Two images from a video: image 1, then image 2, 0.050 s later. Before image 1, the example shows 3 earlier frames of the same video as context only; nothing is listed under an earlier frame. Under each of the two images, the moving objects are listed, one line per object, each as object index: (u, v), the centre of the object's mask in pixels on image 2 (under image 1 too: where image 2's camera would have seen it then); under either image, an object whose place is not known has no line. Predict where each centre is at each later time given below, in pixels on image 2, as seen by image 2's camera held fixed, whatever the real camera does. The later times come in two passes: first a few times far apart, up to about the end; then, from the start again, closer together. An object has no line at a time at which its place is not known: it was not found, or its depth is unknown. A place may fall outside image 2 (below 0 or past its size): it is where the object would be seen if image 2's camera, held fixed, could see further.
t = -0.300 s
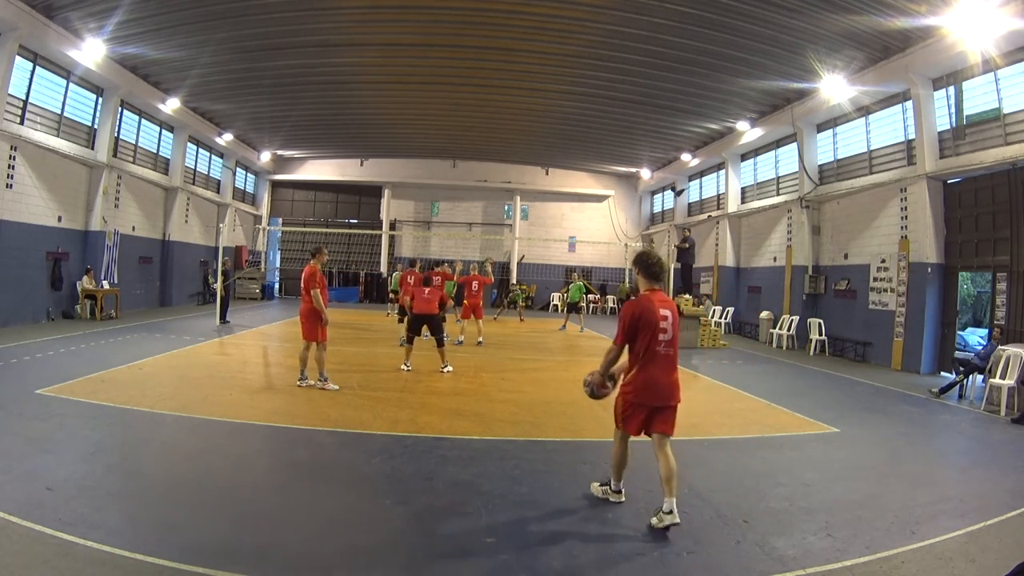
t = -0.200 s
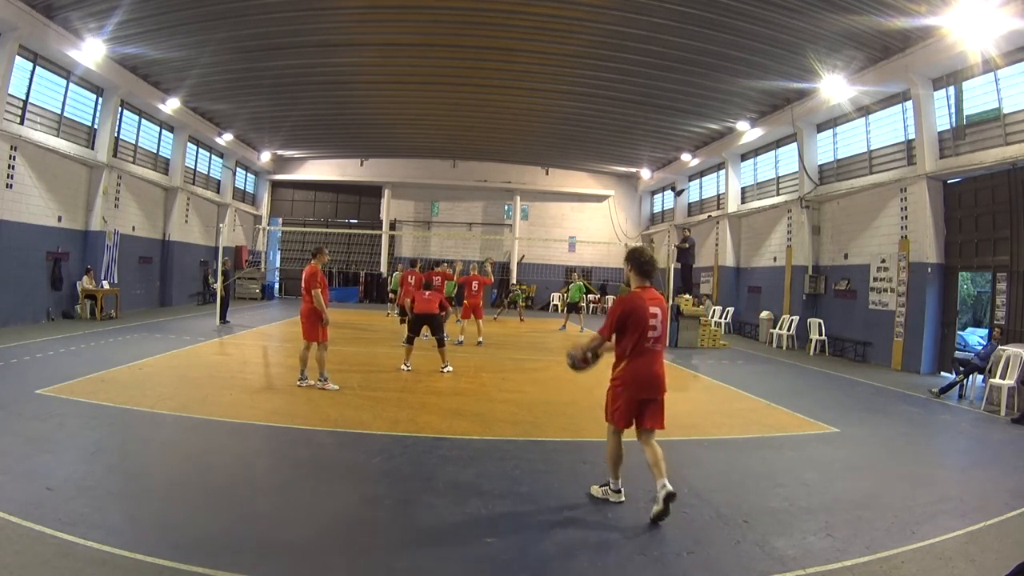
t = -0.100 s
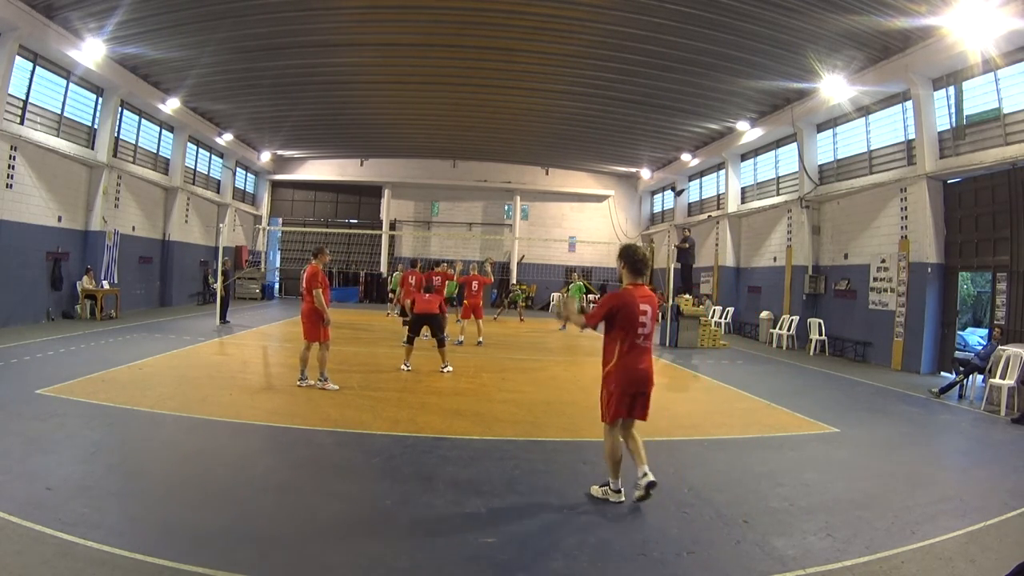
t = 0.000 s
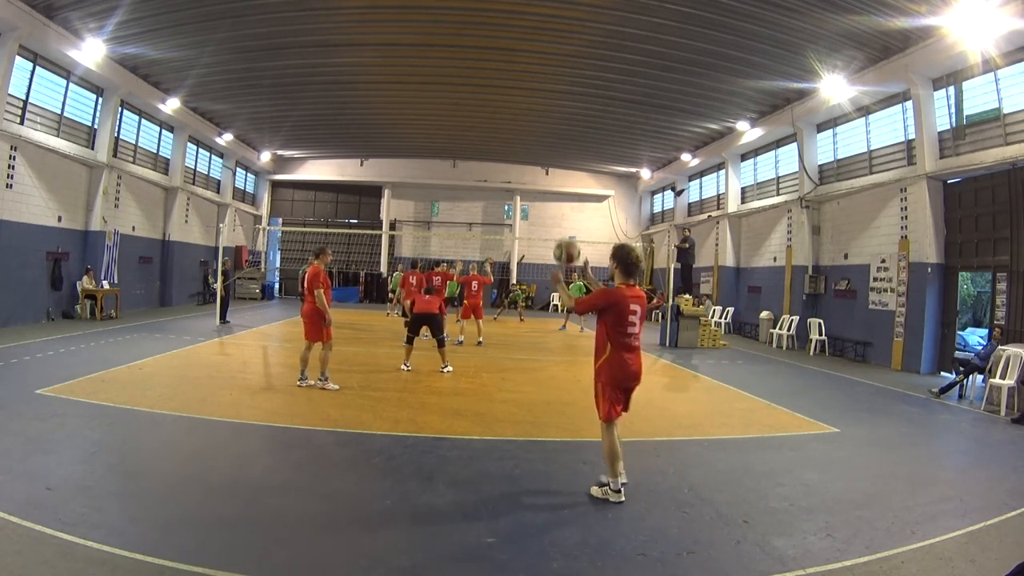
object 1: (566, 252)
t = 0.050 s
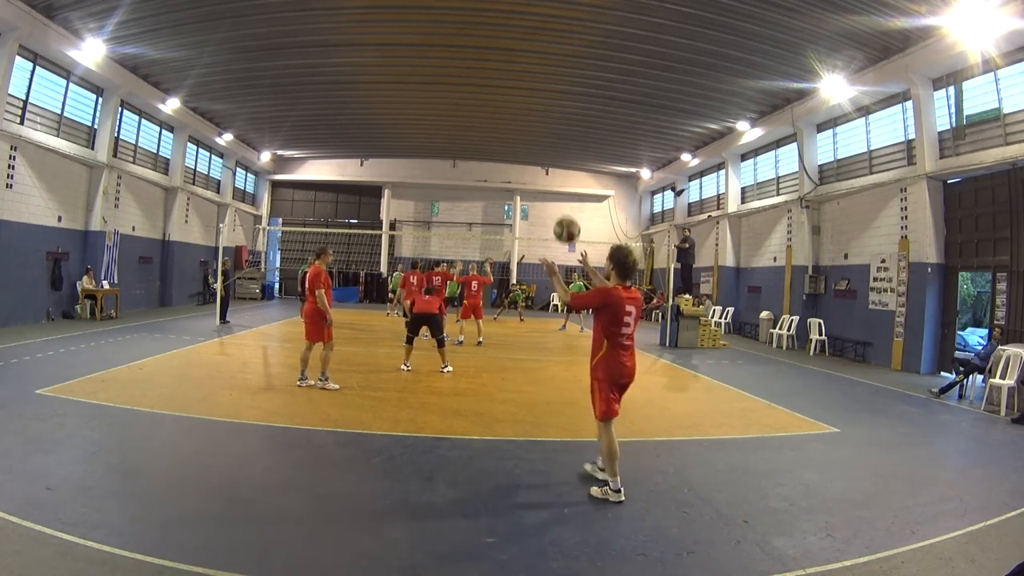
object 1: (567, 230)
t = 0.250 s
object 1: (566, 176)
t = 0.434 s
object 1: (564, 170)
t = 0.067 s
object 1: (567, 223)
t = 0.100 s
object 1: (567, 211)
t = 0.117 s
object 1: (567, 206)
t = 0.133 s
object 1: (567, 201)
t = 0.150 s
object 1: (567, 196)
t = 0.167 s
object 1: (567, 191)
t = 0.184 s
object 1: (566, 187)
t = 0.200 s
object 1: (566, 184)
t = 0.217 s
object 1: (566, 181)
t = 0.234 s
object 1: (566, 178)
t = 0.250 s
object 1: (566, 176)
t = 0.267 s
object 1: (566, 173)
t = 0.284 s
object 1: (566, 171)
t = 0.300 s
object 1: (566, 170)
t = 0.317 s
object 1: (566, 169)
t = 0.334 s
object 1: (565, 168)
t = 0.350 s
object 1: (565, 168)
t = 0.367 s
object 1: (565, 168)
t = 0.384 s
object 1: (565, 168)
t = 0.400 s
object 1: (565, 168)
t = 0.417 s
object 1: (565, 169)
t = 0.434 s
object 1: (564, 170)
